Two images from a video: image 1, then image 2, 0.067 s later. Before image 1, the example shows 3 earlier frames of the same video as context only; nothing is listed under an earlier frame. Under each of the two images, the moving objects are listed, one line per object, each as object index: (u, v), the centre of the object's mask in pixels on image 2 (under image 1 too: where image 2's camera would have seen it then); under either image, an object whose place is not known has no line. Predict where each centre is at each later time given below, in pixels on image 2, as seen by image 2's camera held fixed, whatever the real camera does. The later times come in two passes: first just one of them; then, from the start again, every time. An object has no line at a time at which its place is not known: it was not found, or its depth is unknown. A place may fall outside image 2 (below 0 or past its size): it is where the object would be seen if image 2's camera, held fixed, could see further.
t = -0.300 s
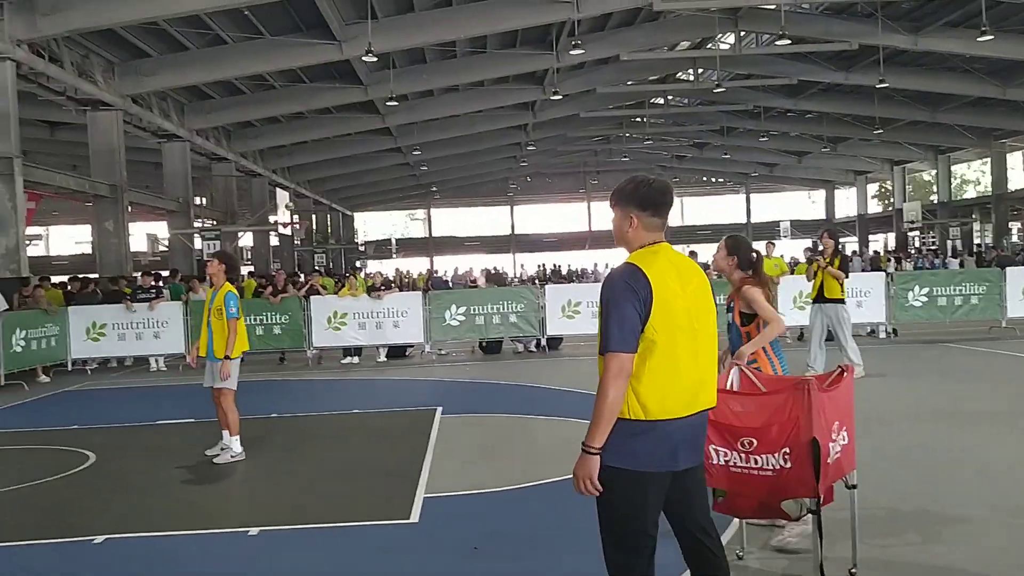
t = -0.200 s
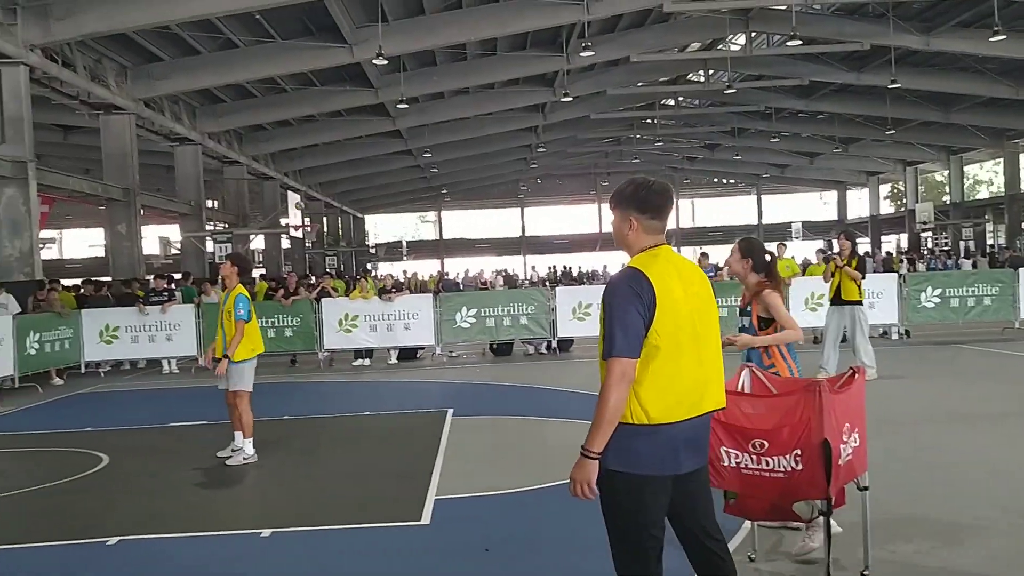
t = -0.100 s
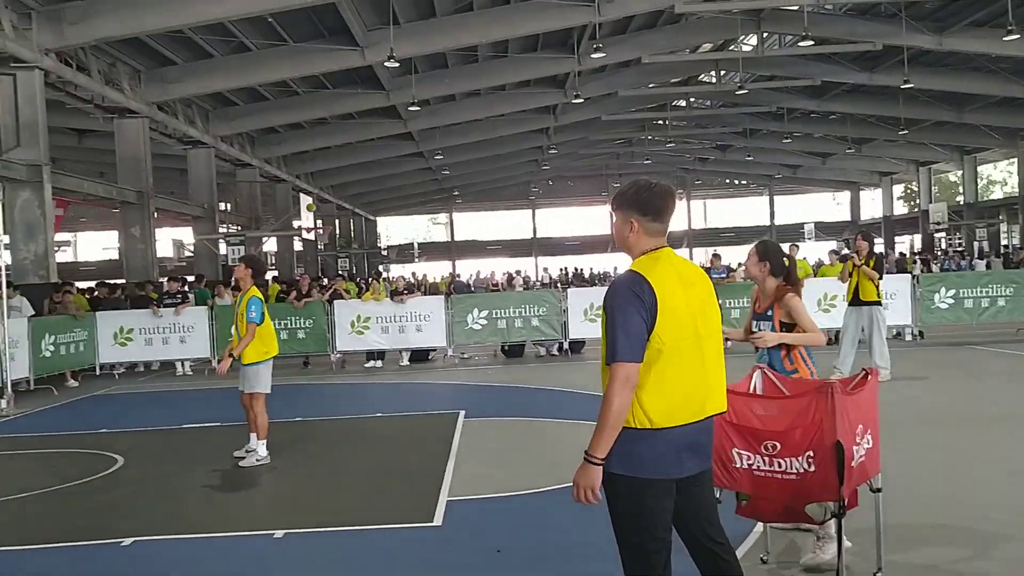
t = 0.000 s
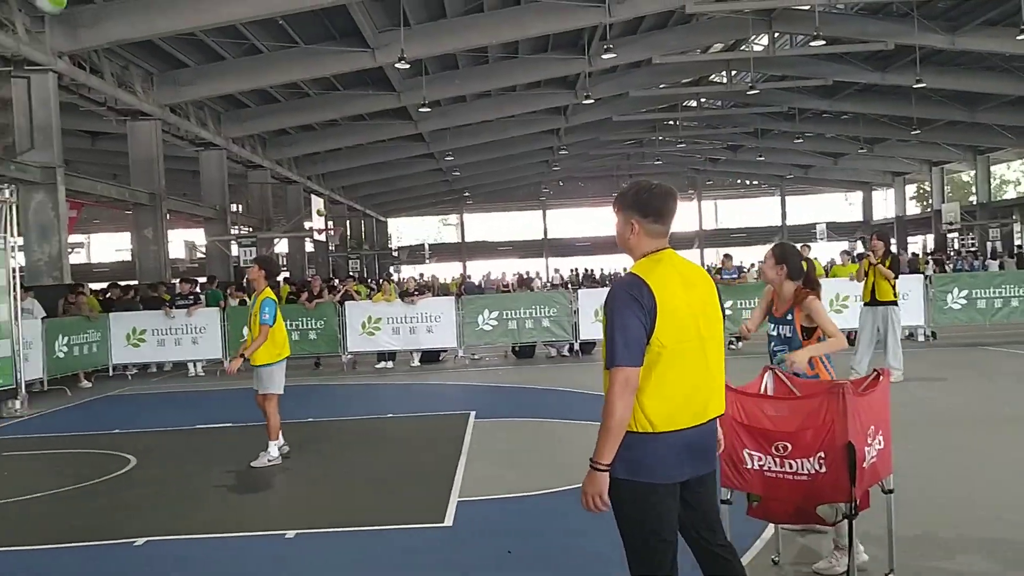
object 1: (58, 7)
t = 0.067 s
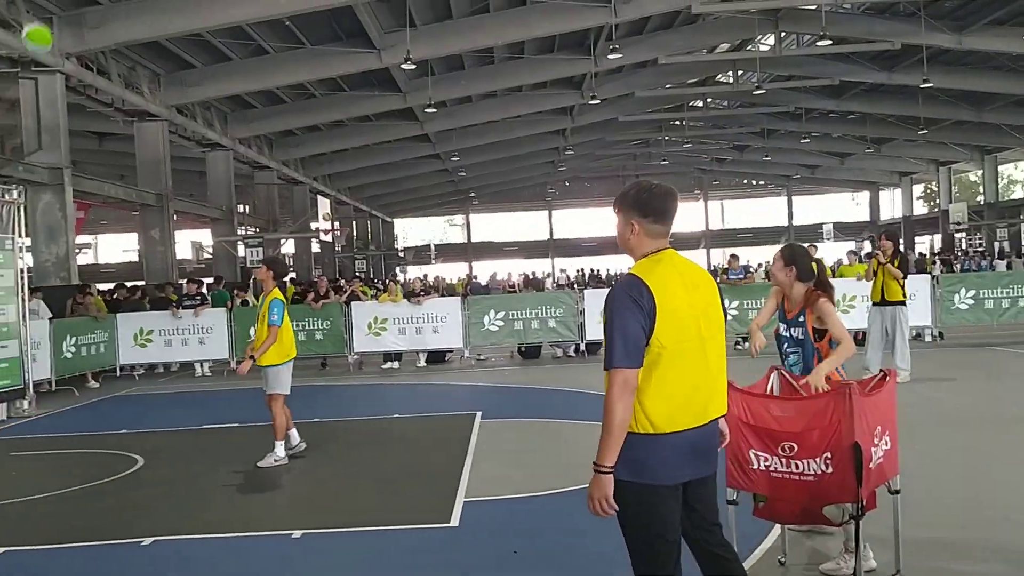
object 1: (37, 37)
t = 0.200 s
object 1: (-1, 130)
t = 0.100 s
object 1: (27, 60)
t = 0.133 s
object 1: (16, 83)
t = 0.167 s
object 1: (7, 105)
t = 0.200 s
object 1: (-1, 130)
